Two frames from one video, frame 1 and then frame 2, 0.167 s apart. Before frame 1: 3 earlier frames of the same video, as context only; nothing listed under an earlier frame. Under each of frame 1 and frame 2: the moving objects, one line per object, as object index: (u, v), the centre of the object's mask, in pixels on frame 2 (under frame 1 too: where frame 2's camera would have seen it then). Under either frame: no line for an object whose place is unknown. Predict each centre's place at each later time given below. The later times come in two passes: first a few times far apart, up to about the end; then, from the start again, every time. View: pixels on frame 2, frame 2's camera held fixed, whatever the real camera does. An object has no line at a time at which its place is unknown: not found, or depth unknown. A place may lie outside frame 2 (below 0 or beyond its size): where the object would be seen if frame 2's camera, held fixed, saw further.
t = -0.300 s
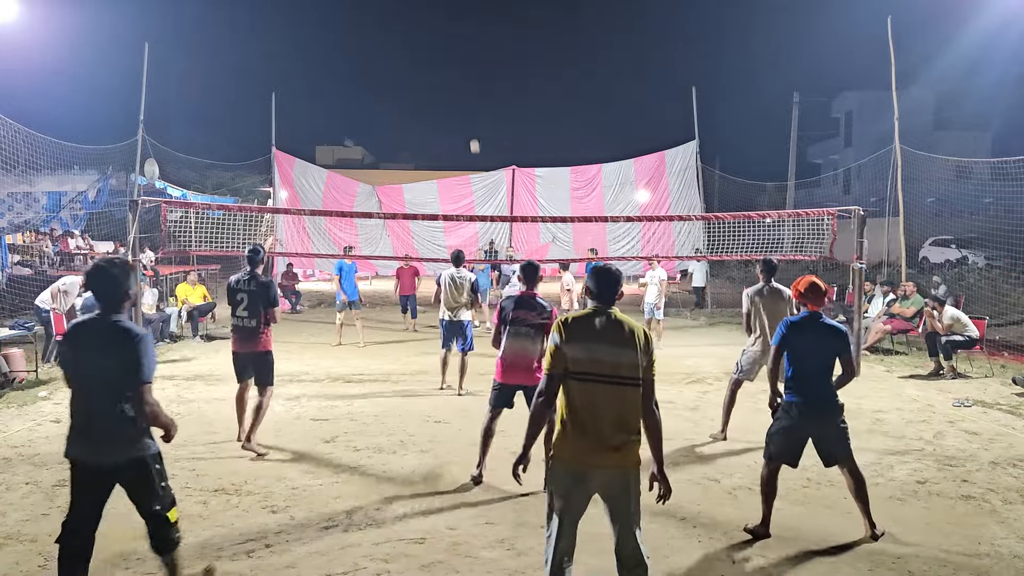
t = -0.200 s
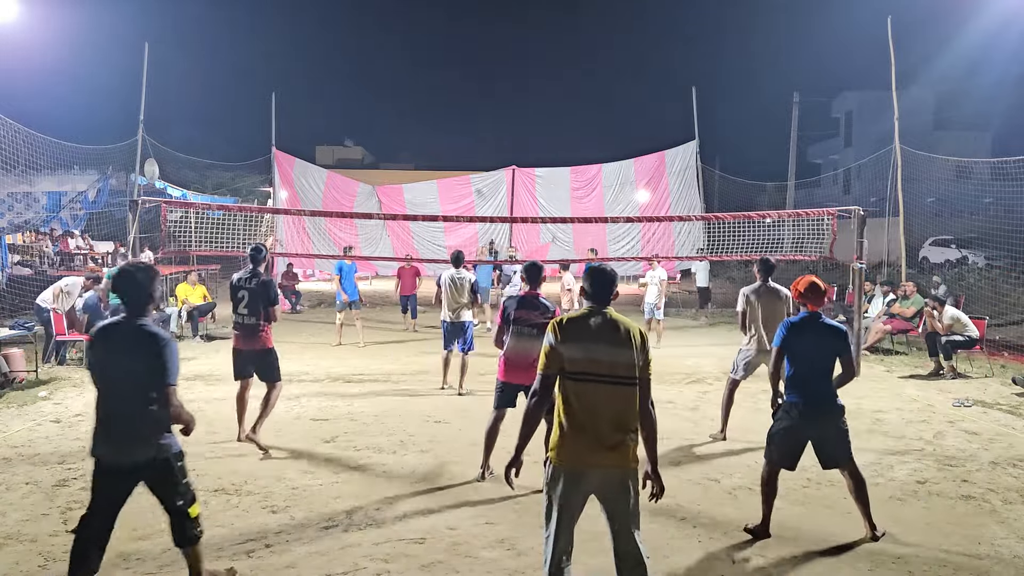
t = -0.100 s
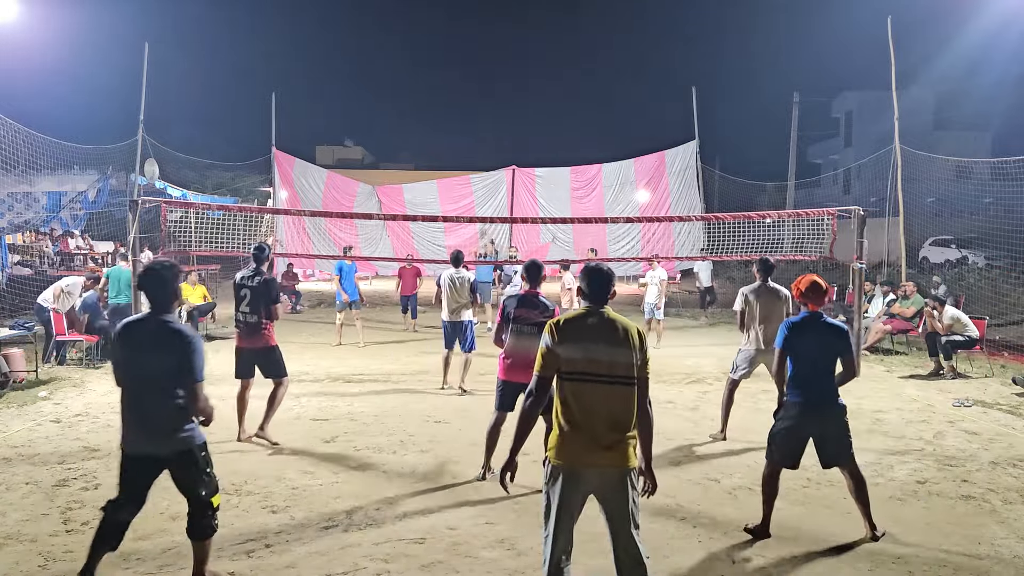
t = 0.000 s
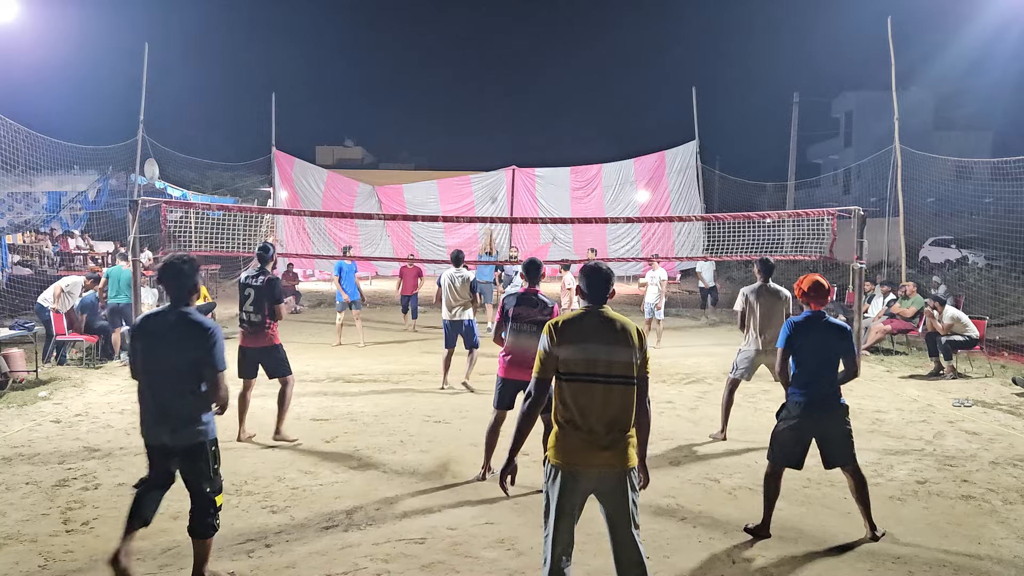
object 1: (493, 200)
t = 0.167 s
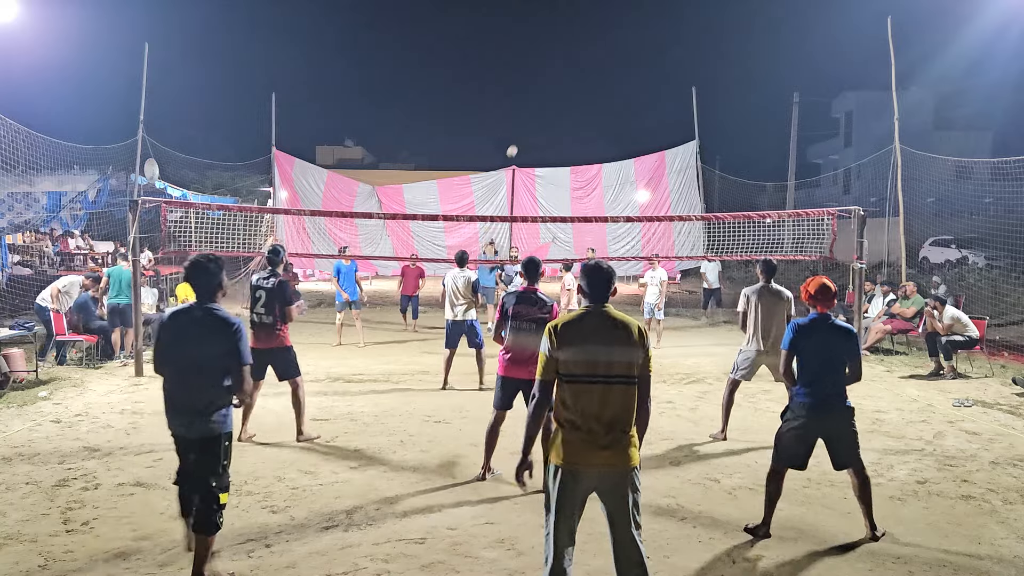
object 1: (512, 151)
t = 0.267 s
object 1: (524, 127)
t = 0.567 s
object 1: (572, 79)
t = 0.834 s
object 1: (631, 88)
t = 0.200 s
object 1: (516, 143)
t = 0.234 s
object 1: (520, 134)
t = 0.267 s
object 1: (524, 127)
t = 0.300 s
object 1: (529, 120)
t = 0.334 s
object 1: (534, 112)
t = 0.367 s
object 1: (538, 106)
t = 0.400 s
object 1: (543, 100)
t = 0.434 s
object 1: (549, 95)
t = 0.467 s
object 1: (554, 89)
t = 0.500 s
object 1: (560, 85)
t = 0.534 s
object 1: (566, 82)
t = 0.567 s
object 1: (572, 79)
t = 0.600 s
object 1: (578, 77)
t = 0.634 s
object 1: (585, 76)
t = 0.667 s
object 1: (592, 76)
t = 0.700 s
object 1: (598, 76)
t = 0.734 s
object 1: (606, 77)
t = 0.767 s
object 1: (614, 80)
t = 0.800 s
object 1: (622, 84)
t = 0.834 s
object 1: (631, 88)
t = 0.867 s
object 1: (641, 95)
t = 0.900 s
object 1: (650, 103)
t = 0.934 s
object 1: (660, 113)
